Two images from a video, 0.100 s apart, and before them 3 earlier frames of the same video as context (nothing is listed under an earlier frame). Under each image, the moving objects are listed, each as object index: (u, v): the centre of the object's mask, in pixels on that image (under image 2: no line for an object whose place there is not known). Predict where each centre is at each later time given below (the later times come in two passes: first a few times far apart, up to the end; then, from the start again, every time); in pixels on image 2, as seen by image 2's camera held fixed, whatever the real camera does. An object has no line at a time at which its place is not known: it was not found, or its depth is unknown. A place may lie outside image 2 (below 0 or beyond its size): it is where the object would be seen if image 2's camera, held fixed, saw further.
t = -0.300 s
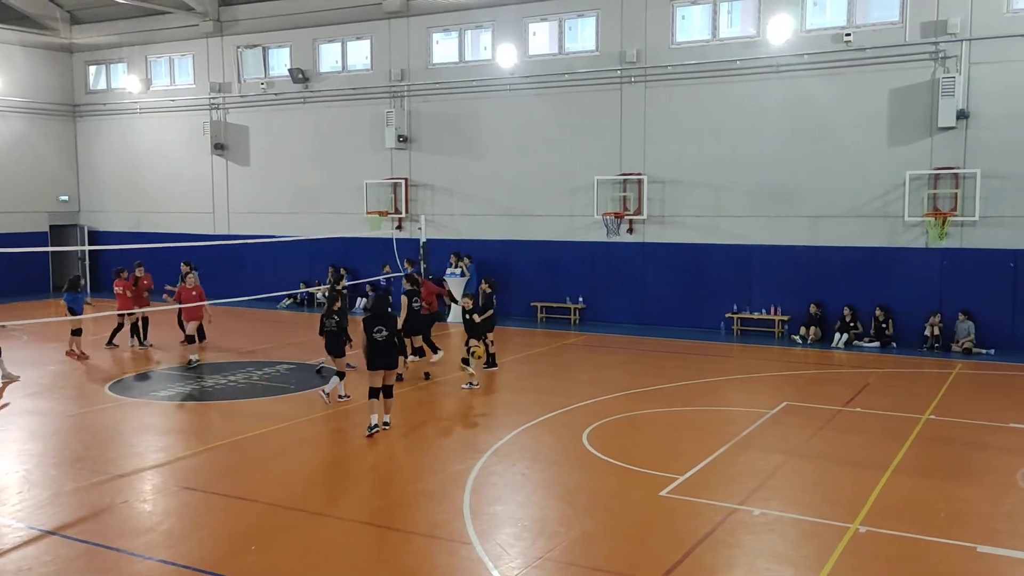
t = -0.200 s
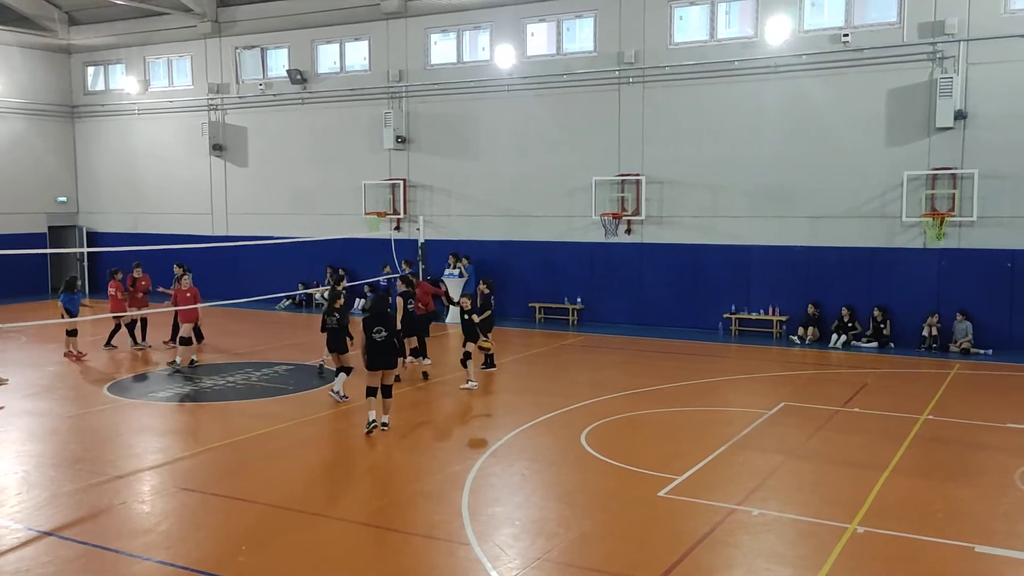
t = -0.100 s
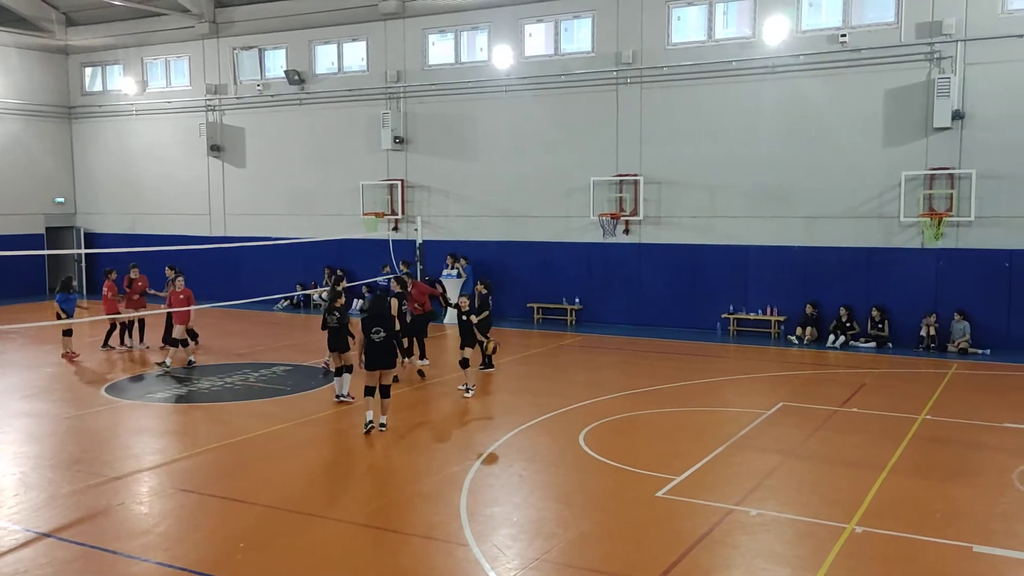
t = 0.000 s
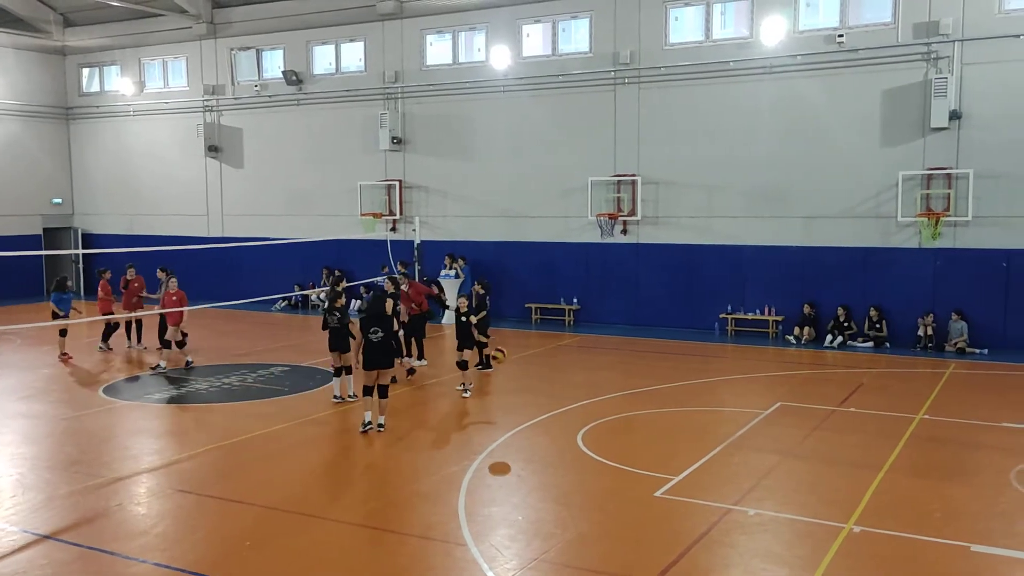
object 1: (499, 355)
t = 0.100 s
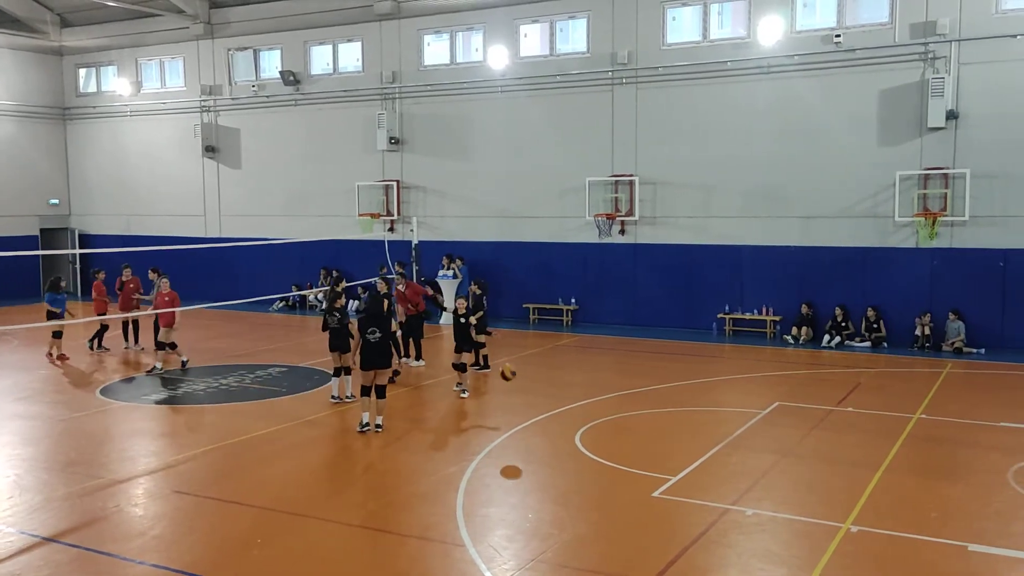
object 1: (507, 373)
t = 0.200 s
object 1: (519, 400)
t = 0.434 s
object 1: (553, 428)
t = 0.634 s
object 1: (595, 414)
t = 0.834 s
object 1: (643, 441)
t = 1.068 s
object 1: (707, 508)
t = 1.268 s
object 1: (768, 494)
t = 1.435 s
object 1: (829, 520)
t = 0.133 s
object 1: (511, 381)
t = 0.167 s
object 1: (514, 389)
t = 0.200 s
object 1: (519, 400)
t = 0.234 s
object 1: (522, 410)
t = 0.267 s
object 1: (526, 422)
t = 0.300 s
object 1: (530, 436)
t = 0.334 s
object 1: (535, 447)
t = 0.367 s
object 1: (541, 440)
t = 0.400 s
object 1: (547, 434)
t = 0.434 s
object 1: (553, 428)
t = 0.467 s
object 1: (559, 423)
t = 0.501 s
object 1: (567, 420)
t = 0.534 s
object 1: (573, 417)
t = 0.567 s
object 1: (580, 415)
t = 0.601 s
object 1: (588, 414)
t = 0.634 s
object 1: (595, 414)
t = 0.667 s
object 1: (603, 417)
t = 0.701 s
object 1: (610, 419)
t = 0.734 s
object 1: (618, 422)
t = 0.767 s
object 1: (625, 427)
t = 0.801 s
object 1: (634, 433)
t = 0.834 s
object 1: (643, 441)
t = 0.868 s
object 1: (651, 450)
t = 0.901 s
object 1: (660, 460)
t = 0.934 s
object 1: (669, 471)
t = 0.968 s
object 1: (678, 484)
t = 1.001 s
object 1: (688, 500)
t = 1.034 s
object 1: (697, 514)
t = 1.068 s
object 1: (707, 508)
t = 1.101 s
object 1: (716, 503)
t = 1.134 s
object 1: (726, 498)
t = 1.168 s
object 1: (737, 496)
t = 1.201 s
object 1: (747, 494)
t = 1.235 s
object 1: (758, 494)
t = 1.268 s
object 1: (768, 494)
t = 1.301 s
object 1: (780, 496)
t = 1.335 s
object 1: (792, 500)
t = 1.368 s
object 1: (804, 506)
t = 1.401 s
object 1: (816, 513)
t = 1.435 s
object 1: (829, 520)
